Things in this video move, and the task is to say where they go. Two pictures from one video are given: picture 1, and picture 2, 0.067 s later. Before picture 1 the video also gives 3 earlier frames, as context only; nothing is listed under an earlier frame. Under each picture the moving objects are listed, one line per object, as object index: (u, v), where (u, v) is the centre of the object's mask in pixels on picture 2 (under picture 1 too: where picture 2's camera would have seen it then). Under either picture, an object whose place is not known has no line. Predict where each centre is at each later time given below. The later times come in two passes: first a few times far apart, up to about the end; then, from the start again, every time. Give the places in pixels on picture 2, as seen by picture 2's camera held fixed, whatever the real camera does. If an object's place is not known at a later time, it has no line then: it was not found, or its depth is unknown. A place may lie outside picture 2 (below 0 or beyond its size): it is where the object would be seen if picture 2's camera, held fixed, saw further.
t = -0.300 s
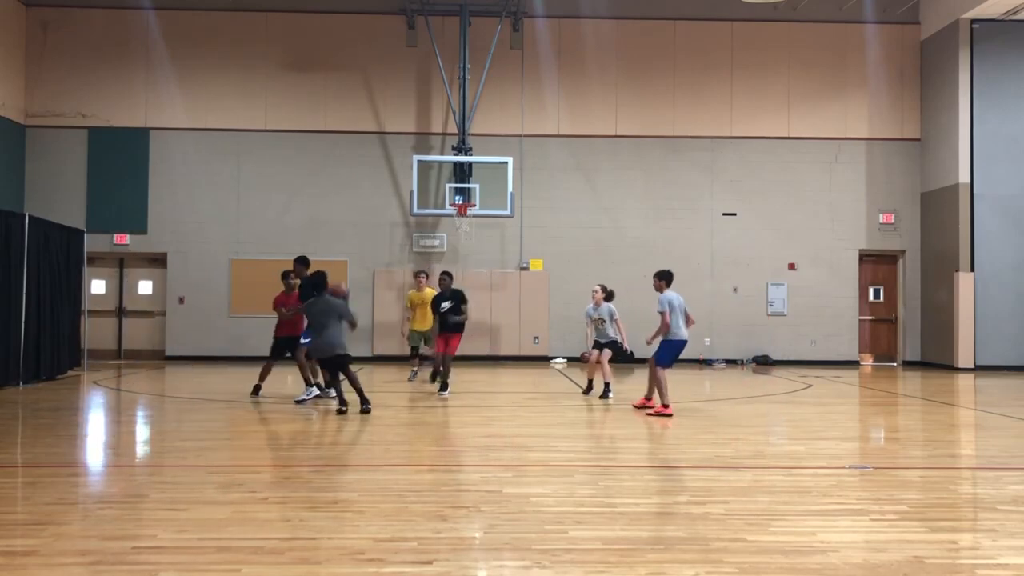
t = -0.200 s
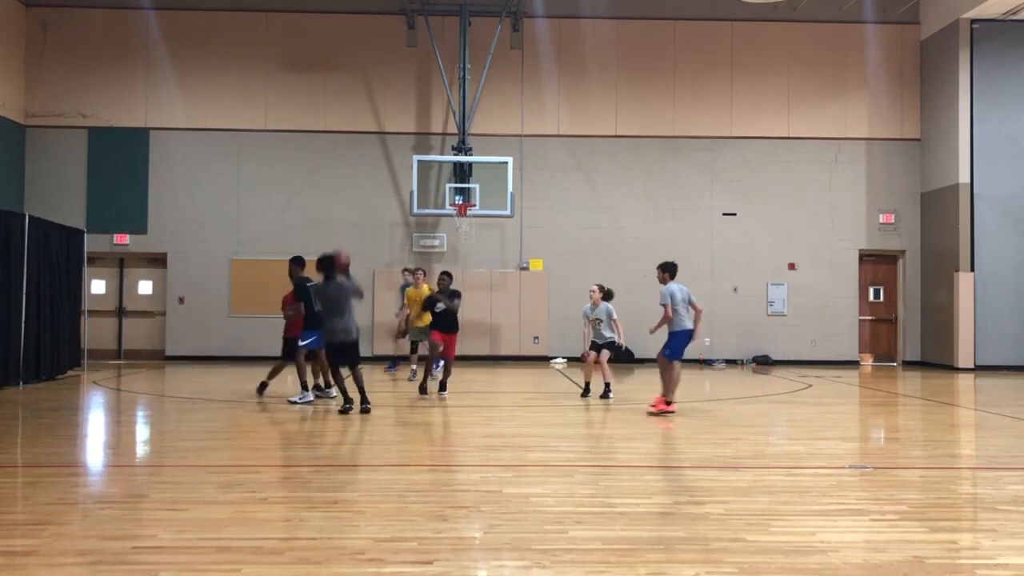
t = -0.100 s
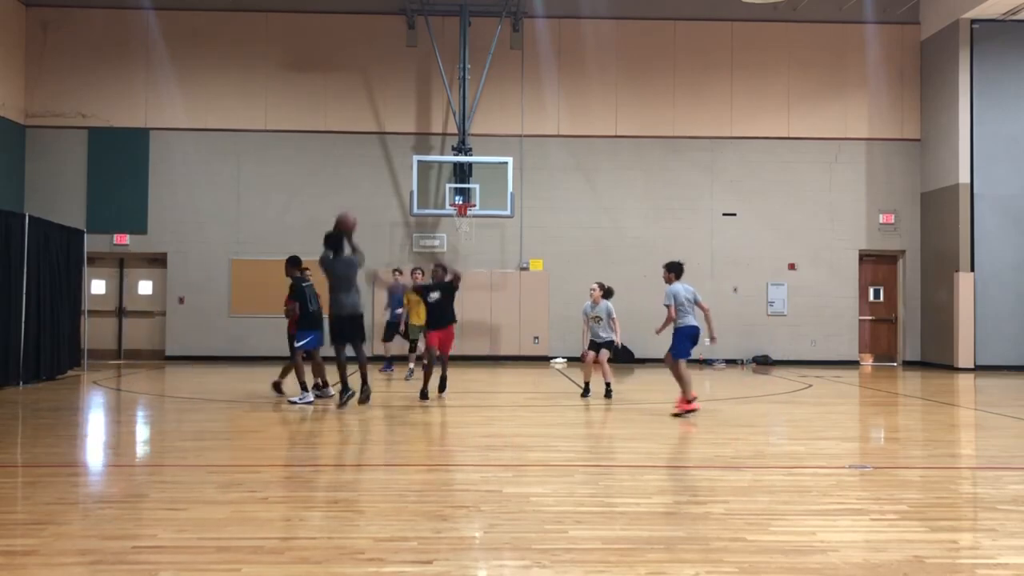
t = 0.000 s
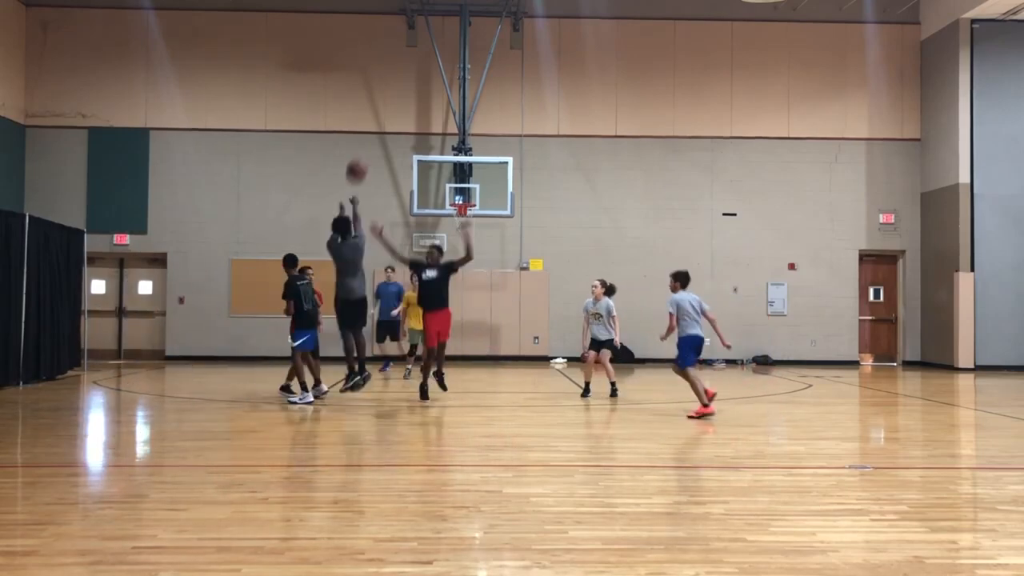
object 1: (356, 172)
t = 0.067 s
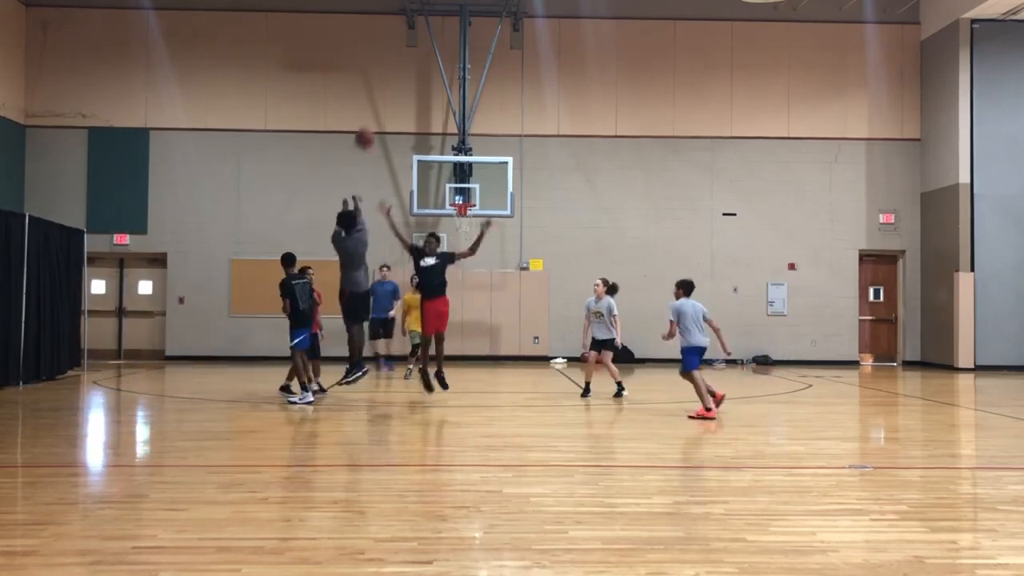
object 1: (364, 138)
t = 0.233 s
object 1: (384, 78)
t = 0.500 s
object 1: (408, 39)
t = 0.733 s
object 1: (422, 47)
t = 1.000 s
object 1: (437, 95)
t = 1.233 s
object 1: (449, 162)
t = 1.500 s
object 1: (476, 184)
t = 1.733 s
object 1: (495, 161)
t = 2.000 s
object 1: (518, 169)
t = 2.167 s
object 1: (531, 194)
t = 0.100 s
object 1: (368, 123)
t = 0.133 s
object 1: (372, 111)
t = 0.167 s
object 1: (376, 99)
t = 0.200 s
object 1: (380, 87)
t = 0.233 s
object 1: (384, 78)
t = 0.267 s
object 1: (386, 70)
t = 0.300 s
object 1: (390, 63)
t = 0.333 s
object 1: (393, 57)
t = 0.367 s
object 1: (396, 52)
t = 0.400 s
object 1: (399, 47)
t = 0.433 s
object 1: (402, 44)
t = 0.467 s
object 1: (404, 41)
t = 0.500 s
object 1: (408, 39)
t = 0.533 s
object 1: (410, 38)
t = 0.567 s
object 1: (412, 38)
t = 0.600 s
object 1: (414, 38)
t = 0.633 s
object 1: (416, 39)
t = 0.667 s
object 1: (418, 41)
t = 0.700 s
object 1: (421, 44)
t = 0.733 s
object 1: (422, 47)
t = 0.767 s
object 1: (425, 51)
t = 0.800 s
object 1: (427, 55)
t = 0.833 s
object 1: (429, 61)
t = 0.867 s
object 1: (431, 66)
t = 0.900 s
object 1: (432, 73)
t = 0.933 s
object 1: (434, 80)
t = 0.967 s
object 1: (436, 87)
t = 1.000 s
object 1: (437, 95)
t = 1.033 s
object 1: (439, 103)
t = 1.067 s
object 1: (440, 113)
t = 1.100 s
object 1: (442, 121)
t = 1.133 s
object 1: (444, 130)
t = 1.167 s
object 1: (445, 140)
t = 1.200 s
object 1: (447, 150)
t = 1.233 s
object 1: (449, 162)
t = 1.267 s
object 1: (451, 173)
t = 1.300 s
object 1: (452, 184)
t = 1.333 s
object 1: (453, 197)
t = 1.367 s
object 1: (459, 197)
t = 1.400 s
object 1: (465, 200)
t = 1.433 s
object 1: (469, 197)
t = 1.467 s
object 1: (472, 191)
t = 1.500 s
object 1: (476, 184)
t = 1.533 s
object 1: (478, 179)
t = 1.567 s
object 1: (481, 175)
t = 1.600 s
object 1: (483, 171)
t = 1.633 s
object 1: (486, 168)
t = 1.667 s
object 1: (489, 165)
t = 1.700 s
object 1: (492, 163)
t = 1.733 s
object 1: (495, 161)
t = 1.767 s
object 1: (498, 160)
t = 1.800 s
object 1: (500, 160)
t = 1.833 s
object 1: (503, 160)
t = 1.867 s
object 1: (506, 160)
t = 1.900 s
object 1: (509, 161)
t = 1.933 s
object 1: (512, 163)
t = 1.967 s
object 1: (515, 166)
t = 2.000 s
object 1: (518, 169)
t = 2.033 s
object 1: (520, 173)
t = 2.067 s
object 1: (523, 177)
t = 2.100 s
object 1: (526, 182)
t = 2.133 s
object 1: (528, 187)
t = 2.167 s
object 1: (531, 194)
